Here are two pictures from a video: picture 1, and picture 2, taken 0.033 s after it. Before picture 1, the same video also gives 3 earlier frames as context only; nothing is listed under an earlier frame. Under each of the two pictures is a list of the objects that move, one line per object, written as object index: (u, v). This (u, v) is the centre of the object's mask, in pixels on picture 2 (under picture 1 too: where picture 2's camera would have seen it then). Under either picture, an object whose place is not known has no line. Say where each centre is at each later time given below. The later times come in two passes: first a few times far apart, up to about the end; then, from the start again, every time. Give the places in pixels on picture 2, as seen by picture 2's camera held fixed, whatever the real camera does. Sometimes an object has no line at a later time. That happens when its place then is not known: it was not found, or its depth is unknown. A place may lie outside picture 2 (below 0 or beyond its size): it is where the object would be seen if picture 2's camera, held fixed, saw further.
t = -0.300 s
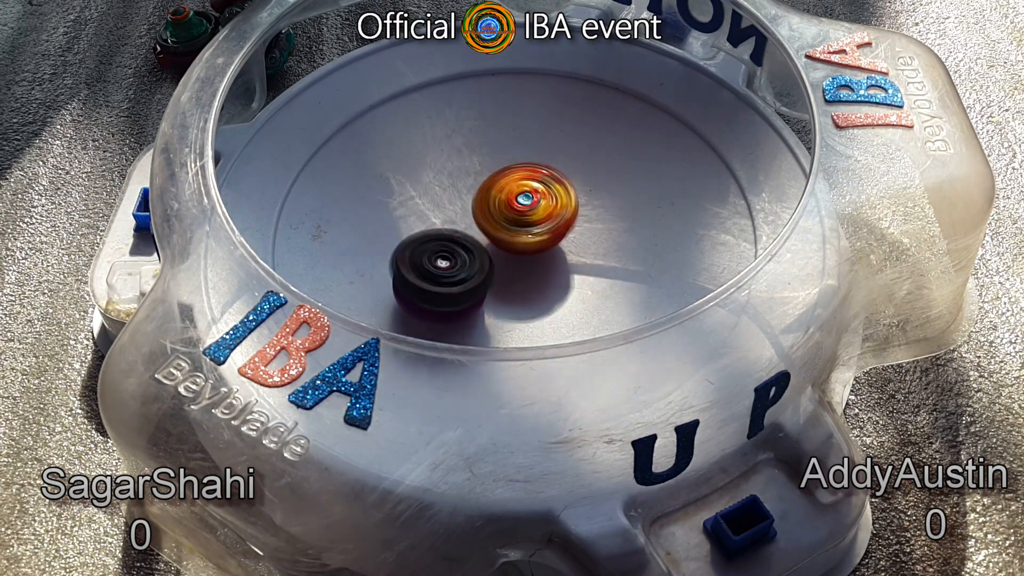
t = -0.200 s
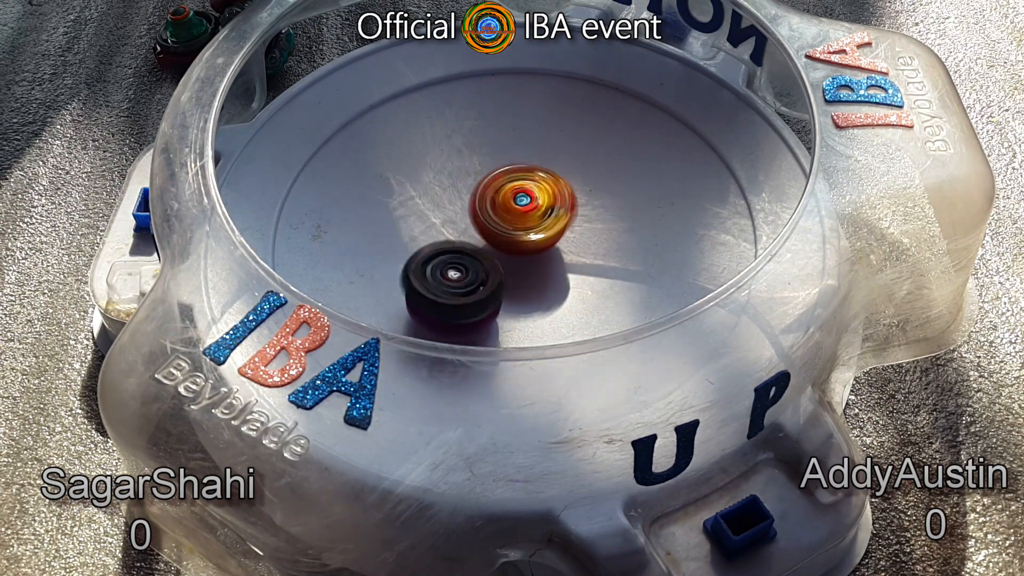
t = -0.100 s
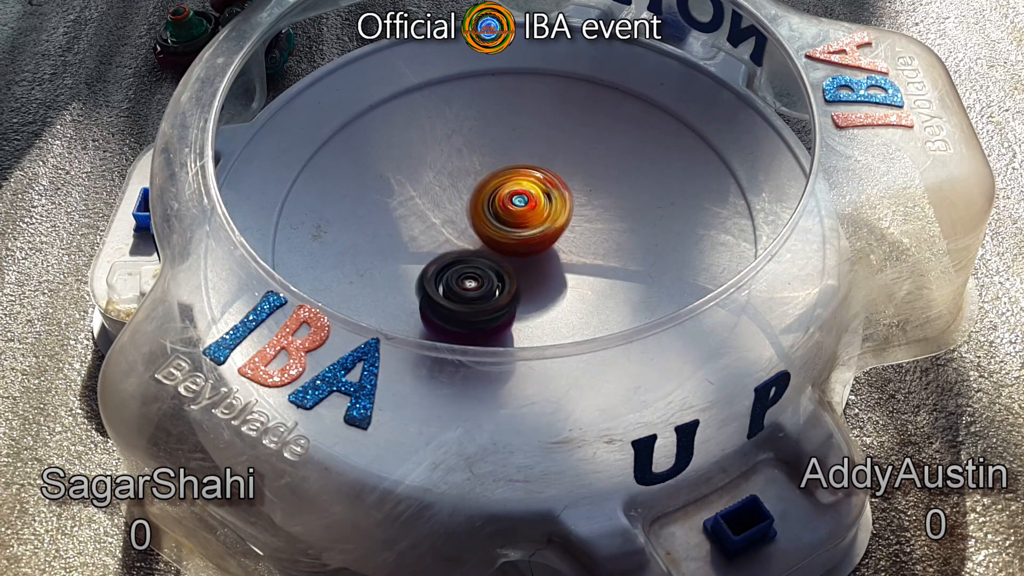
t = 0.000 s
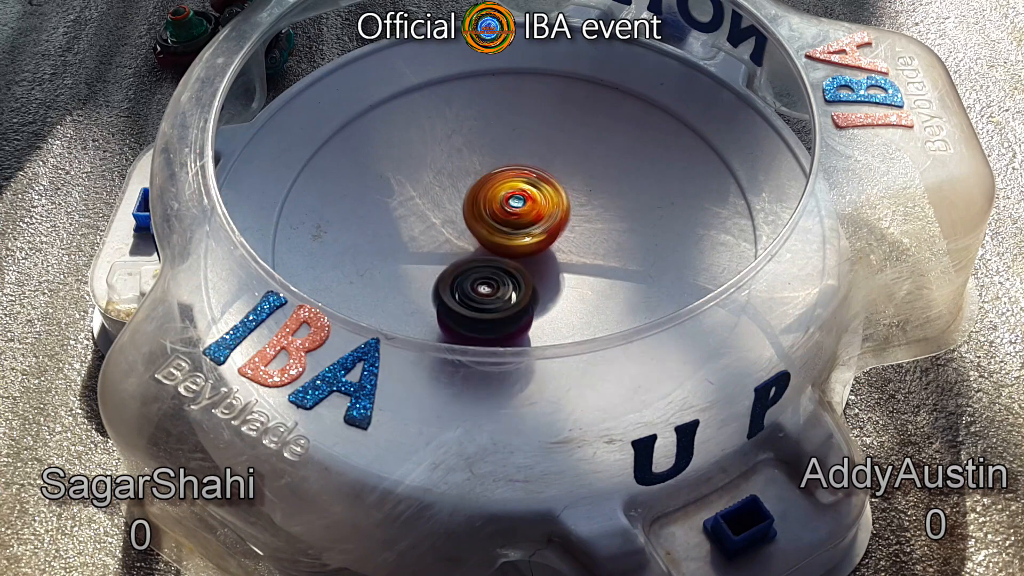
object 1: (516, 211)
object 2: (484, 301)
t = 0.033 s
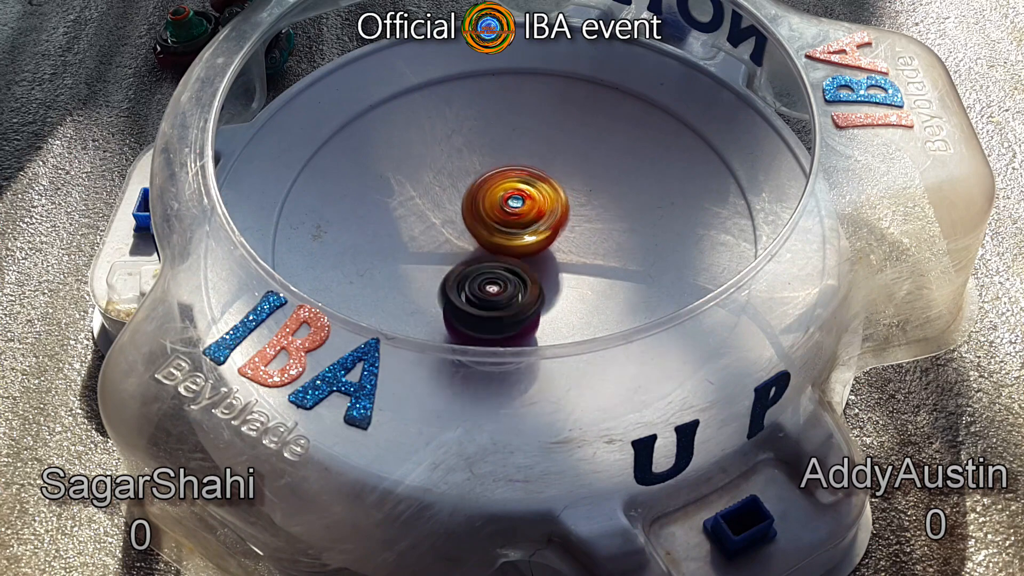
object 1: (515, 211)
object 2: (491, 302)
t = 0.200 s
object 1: (510, 212)
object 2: (519, 300)
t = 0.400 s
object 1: (503, 211)
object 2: (556, 286)
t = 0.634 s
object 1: (497, 213)
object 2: (591, 264)
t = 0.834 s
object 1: (495, 215)
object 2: (608, 236)
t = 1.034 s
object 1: (496, 218)
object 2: (606, 210)
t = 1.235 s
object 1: (492, 222)
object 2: (592, 186)
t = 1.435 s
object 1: (489, 228)
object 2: (573, 166)
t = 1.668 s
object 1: (492, 232)
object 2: (541, 158)
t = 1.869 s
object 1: (494, 245)
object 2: (517, 155)
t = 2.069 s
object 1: (497, 248)
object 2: (487, 161)
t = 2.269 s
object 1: (505, 252)
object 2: (459, 176)
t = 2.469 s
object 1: (515, 256)
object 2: (439, 191)
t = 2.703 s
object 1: (532, 255)
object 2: (426, 212)
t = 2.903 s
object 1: (540, 251)
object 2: (431, 235)
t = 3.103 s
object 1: (555, 243)
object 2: (434, 252)
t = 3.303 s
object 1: (559, 236)
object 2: (447, 267)
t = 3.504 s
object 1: (563, 226)
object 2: (465, 274)
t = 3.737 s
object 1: (562, 214)
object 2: (476, 279)
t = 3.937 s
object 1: (557, 202)
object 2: (481, 284)
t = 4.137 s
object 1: (547, 200)
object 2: (482, 288)
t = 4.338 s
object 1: (534, 196)
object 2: (495, 278)
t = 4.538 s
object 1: (523, 192)
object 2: (504, 277)
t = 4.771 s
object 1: (505, 197)
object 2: (517, 282)
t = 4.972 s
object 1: (493, 205)
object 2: (537, 284)
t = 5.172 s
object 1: (487, 215)
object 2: (558, 279)
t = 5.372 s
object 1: (478, 221)
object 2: (586, 271)
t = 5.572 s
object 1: (483, 228)
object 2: (592, 252)
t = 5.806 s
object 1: (481, 235)
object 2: (595, 228)
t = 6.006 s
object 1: (482, 240)
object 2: (582, 206)
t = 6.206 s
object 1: (485, 246)
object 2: (560, 187)
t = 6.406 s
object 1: (490, 250)
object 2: (529, 174)
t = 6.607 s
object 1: (497, 257)
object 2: (494, 173)
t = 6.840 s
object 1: (512, 263)
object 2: (454, 179)
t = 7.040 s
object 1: (524, 261)
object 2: (440, 199)
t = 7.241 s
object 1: (543, 253)
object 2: (433, 215)
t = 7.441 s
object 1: (544, 243)
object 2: (440, 224)
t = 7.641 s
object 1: (547, 229)
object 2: (433, 231)
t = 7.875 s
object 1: (538, 213)
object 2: (424, 240)
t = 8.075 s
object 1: (528, 201)
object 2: (438, 254)
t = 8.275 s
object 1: (518, 194)
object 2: (453, 266)
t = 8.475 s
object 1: (508, 192)
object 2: (479, 275)
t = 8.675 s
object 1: (501, 185)
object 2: (522, 281)
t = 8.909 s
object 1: (500, 191)
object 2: (556, 279)
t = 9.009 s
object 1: (500, 195)
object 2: (560, 278)
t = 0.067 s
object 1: (514, 212)
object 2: (496, 302)
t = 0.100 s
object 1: (513, 211)
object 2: (502, 301)
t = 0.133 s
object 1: (513, 212)
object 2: (507, 301)
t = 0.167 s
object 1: (512, 211)
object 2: (513, 300)
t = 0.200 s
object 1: (510, 212)
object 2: (519, 300)
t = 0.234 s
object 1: (509, 212)
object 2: (526, 299)
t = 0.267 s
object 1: (508, 212)
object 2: (531, 299)
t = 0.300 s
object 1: (506, 211)
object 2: (538, 298)
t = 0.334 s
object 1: (505, 212)
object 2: (543, 297)
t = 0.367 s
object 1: (504, 211)
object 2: (551, 294)
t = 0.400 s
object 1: (503, 211)
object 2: (556, 286)
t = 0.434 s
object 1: (502, 212)
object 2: (563, 283)
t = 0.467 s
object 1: (502, 212)
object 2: (567, 280)
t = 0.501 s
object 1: (501, 212)
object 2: (573, 276)
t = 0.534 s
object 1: (501, 212)
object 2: (577, 273)
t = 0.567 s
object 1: (499, 212)
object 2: (583, 271)
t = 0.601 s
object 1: (498, 212)
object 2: (587, 267)
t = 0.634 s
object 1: (497, 213)
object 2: (591, 264)
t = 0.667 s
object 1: (497, 213)
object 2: (595, 258)
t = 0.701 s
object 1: (496, 213)
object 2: (598, 254)
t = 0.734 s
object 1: (496, 213)
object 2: (602, 249)
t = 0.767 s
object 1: (495, 214)
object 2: (604, 245)
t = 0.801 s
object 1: (495, 214)
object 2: (607, 240)
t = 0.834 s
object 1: (495, 215)
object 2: (608, 236)
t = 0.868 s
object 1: (495, 215)
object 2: (609, 231)
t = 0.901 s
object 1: (495, 216)
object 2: (609, 227)
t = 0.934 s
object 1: (495, 216)
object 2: (609, 223)
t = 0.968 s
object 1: (495, 217)
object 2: (608, 218)
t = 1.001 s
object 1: (495, 217)
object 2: (607, 214)
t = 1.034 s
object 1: (496, 218)
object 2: (606, 210)
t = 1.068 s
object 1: (496, 218)
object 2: (603, 206)
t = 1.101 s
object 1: (496, 219)
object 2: (601, 202)
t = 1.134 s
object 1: (494, 220)
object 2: (600, 197)
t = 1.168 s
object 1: (493, 221)
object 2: (598, 194)
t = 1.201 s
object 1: (493, 222)
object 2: (596, 190)
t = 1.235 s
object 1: (492, 222)
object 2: (592, 186)
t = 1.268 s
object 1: (493, 223)
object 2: (588, 183)
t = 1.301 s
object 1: (493, 223)
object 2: (583, 179)
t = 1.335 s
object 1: (490, 226)
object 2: (581, 175)
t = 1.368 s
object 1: (488, 227)
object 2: (580, 171)
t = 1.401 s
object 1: (488, 227)
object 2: (576, 168)
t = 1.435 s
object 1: (489, 228)
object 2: (573, 166)
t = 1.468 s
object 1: (489, 229)
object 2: (569, 164)
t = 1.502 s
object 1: (489, 230)
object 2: (565, 162)
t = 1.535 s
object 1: (489, 230)
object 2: (561, 161)
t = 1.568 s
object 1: (489, 230)
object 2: (556, 160)
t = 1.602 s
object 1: (490, 230)
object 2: (552, 160)
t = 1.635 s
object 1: (490, 231)
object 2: (547, 159)
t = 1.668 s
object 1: (492, 232)
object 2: (541, 158)
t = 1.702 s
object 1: (491, 232)
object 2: (537, 158)
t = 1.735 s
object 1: (492, 234)
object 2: (533, 158)
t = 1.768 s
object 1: (493, 235)
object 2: (528, 158)
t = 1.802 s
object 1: (493, 241)
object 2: (524, 155)
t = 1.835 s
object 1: (493, 243)
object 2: (521, 154)
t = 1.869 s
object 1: (494, 245)
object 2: (517, 155)
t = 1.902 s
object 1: (494, 245)
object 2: (512, 154)
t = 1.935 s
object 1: (494, 246)
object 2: (506, 155)
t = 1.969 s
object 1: (495, 247)
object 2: (501, 156)
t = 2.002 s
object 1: (496, 247)
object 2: (496, 157)
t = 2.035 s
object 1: (497, 248)
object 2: (492, 158)
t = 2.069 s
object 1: (497, 248)
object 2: (487, 161)
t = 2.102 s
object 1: (497, 248)
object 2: (483, 163)
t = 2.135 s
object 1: (498, 248)
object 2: (478, 166)
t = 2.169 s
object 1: (499, 249)
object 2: (474, 169)
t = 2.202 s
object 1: (502, 250)
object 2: (469, 171)
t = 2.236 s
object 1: (504, 251)
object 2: (464, 174)
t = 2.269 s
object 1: (505, 252)
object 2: (459, 176)
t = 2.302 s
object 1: (508, 254)
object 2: (455, 178)
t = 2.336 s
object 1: (510, 255)
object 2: (452, 180)
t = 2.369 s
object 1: (512, 255)
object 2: (449, 182)
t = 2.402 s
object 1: (514, 257)
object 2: (445, 185)
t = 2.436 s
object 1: (514, 256)
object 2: (442, 188)
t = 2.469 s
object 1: (515, 256)
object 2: (439, 191)
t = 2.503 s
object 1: (516, 256)
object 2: (437, 195)
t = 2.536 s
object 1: (518, 256)
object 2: (435, 199)
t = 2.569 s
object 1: (520, 256)
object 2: (433, 203)
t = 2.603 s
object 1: (521, 255)
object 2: (433, 206)
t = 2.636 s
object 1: (525, 256)
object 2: (432, 210)
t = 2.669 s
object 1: (528, 256)
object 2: (427, 211)
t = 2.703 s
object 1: (532, 255)
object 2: (426, 212)
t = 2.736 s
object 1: (533, 255)
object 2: (426, 215)
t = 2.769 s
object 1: (535, 254)
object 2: (428, 219)
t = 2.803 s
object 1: (535, 254)
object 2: (428, 224)
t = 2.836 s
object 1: (537, 253)
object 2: (429, 227)
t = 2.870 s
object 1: (538, 252)
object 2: (430, 231)
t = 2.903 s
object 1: (540, 251)
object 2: (431, 235)
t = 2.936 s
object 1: (543, 250)
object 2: (432, 238)
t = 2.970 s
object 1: (545, 249)
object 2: (433, 240)
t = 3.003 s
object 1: (546, 248)
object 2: (436, 244)
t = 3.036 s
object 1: (549, 247)
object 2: (436, 247)
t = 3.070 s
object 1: (552, 245)
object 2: (433, 250)
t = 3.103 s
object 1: (555, 243)
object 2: (434, 252)
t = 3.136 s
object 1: (556, 242)
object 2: (435, 255)
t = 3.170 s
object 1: (558, 241)
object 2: (437, 258)
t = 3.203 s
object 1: (558, 239)
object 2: (438, 261)
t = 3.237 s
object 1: (559, 239)
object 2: (441, 263)
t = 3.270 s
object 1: (559, 237)
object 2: (444, 266)
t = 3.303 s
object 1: (559, 236)
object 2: (447, 267)
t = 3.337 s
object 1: (561, 235)
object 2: (450, 269)
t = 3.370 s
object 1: (561, 234)
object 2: (454, 270)
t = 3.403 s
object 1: (562, 232)
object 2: (458, 271)
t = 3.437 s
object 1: (561, 231)
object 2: (463, 272)
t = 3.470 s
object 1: (564, 229)
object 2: (463, 273)
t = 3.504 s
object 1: (563, 226)
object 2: (465, 274)
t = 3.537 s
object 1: (563, 225)
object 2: (468, 275)
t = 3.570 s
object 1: (564, 223)
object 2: (473, 275)
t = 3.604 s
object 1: (564, 219)
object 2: (471, 277)
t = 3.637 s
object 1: (564, 217)
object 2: (470, 278)
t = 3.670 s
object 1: (565, 216)
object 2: (472, 278)
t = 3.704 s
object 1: (563, 215)
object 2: (473, 279)
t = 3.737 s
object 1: (562, 214)
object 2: (476, 279)
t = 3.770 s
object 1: (562, 213)
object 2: (478, 278)
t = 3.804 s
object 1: (560, 212)
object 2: (481, 277)
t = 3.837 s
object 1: (559, 211)
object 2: (483, 276)
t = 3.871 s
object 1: (559, 208)
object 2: (486, 276)
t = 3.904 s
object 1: (558, 204)
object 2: (484, 282)
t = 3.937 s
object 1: (557, 202)
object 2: (481, 284)
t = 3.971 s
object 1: (555, 202)
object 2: (481, 285)
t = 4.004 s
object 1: (554, 201)
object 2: (480, 286)
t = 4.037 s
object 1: (552, 200)
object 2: (481, 288)
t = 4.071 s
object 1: (550, 200)
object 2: (481, 288)
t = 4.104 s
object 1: (548, 200)
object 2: (482, 289)
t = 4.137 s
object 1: (547, 200)
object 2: (482, 288)
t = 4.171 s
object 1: (545, 199)
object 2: (484, 288)
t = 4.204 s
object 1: (543, 198)
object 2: (487, 287)
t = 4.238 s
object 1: (540, 198)
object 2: (488, 286)
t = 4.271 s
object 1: (537, 198)
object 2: (490, 283)
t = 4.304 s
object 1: (537, 199)
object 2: (492, 281)
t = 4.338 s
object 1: (534, 196)
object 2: (495, 278)
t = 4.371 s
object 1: (532, 195)
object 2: (497, 280)
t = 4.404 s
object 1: (529, 194)
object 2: (498, 281)
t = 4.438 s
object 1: (527, 193)
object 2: (498, 280)
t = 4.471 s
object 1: (526, 193)
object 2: (500, 279)
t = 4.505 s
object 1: (524, 193)
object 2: (502, 277)
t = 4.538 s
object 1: (523, 192)
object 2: (504, 277)
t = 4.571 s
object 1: (518, 191)
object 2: (507, 280)
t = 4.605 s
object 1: (516, 192)
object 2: (507, 281)
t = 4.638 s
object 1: (513, 192)
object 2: (508, 283)
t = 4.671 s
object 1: (511, 193)
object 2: (510, 283)
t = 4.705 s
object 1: (509, 195)
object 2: (514, 284)
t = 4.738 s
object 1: (506, 196)
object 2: (516, 283)
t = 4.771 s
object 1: (505, 197)
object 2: (517, 282)
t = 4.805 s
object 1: (502, 198)
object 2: (522, 282)
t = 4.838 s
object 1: (501, 199)
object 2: (525, 284)
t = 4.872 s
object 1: (498, 201)
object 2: (527, 285)
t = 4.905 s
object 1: (497, 202)
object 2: (530, 284)
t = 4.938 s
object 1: (494, 203)
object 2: (534, 284)
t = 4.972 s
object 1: (493, 205)
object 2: (537, 284)
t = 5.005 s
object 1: (491, 207)
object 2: (541, 284)
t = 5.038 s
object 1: (490, 207)
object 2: (546, 284)
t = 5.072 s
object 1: (488, 209)
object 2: (549, 283)
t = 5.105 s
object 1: (488, 211)
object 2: (552, 283)
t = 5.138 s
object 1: (487, 213)
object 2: (556, 281)
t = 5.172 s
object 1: (487, 215)
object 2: (558, 279)
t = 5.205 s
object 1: (486, 217)
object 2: (562, 278)
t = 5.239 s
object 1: (485, 217)
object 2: (565, 276)
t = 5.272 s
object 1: (481, 218)
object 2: (574, 276)
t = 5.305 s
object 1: (478, 218)
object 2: (579, 275)
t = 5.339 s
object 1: (478, 220)
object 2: (582, 274)
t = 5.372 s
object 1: (478, 221)
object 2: (586, 271)
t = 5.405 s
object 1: (479, 222)
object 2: (589, 269)
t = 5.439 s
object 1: (479, 223)
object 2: (590, 266)
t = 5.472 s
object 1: (480, 225)
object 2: (592, 263)
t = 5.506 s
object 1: (481, 226)
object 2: (593, 259)
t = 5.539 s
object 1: (481, 227)
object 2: (593, 256)
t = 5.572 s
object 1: (483, 228)
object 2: (592, 252)
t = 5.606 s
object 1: (484, 229)
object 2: (591, 248)
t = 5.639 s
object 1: (481, 230)
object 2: (597, 244)
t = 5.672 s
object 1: (480, 231)
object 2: (596, 240)
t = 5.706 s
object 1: (481, 232)
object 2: (595, 238)
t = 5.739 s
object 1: (482, 232)
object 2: (594, 235)
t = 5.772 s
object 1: (483, 233)
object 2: (593, 231)
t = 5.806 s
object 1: (481, 235)
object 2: (595, 228)
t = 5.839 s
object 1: (482, 236)
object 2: (591, 225)
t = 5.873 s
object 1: (482, 237)
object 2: (590, 221)
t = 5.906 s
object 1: (480, 238)
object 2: (591, 216)
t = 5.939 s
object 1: (481, 239)
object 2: (587, 214)
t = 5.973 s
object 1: (481, 239)
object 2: (585, 209)
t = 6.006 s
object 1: (482, 240)
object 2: (582, 206)
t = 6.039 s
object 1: (482, 241)
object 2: (578, 202)
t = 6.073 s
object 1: (479, 243)
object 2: (577, 198)
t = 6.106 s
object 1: (481, 245)
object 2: (573, 197)
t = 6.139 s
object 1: (482, 244)
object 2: (568, 193)
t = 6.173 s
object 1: (483, 244)
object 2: (563, 190)
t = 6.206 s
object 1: (485, 246)
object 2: (560, 187)
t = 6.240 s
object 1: (486, 248)
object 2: (555, 184)
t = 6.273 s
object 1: (486, 248)
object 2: (550, 182)
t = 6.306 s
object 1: (488, 249)
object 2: (545, 181)
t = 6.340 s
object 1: (489, 251)
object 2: (540, 176)
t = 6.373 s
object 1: (489, 251)
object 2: (534, 176)
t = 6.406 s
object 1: (490, 250)
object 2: (529, 174)
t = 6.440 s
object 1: (491, 252)
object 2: (522, 173)
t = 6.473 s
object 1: (493, 252)
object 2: (517, 173)
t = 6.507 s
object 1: (494, 256)
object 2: (511, 172)
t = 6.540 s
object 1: (495, 257)
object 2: (505, 172)
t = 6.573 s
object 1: (496, 257)
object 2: (500, 173)
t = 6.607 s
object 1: (497, 257)
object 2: (494, 173)
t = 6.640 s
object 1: (499, 257)
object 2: (489, 176)
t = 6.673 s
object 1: (502, 261)
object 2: (480, 175)
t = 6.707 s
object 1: (507, 264)
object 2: (471, 171)
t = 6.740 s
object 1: (508, 264)
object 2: (466, 172)
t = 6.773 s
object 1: (509, 264)
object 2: (464, 175)
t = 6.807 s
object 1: (511, 264)
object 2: (459, 176)
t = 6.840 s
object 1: (512, 263)
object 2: (454, 179)
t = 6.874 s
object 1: (514, 262)
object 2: (452, 183)
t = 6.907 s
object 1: (514, 262)
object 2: (450, 187)
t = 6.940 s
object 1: (515, 261)
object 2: (449, 191)
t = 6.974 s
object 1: (516, 260)
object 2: (448, 194)
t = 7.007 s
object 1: (517, 260)
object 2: (447, 199)
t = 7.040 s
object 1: (524, 261)
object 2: (440, 199)
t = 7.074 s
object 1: (527, 260)
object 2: (438, 200)
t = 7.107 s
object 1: (527, 259)
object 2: (440, 204)
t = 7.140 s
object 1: (529, 257)
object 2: (441, 207)
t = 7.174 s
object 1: (530, 257)
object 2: (441, 209)
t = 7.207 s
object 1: (539, 255)
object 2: (432, 213)
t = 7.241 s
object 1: (543, 253)
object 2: (433, 215)
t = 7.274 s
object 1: (543, 251)
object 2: (433, 215)
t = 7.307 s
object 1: (544, 250)
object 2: (432, 217)
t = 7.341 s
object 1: (543, 248)
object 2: (434, 219)
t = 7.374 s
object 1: (543, 247)
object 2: (437, 221)
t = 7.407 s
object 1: (544, 245)
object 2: (439, 222)
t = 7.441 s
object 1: (544, 243)
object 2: (440, 224)
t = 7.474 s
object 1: (546, 241)
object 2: (441, 225)
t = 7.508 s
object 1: (546, 239)
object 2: (439, 226)
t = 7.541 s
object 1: (546, 238)
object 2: (438, 226)
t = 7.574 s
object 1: (546, 235)
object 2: (439, 227)
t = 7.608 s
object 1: (545, 233)
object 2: (438, 228)
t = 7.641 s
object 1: (547, 229)
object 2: (433, 231)
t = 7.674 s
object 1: (550, 223)
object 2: (424, 234)
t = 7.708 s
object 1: (548, 221)
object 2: (423, 236)
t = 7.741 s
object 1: (546, 220)
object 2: (422, 236)
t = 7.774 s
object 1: (545, 219)
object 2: (420, 236)
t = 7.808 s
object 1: (543, 215)
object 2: (420, 238)
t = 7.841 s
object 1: (540, 214)
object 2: (422, 240)
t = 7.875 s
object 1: (538, 213)
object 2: (424, 240)
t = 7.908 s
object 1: (536, 211)
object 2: (426, 241)
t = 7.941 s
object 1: (531, 210)
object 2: (430, 242)
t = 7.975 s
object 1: (530, 209)
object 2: (431, 243)
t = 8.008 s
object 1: (528, 208)
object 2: (432, 246)
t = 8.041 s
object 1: (530, 203)
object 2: (435, 252)
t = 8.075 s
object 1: (528, 201)
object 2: (438, 254)
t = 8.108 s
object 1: (525, 201)
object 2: (438, 256)
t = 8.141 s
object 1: (523, 201)
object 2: (441, 257)
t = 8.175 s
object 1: (522, 199)
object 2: (442, 260)
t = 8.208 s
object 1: (520, 198)
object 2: (448, 263)
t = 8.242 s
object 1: (520, 195)
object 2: (449, 265)
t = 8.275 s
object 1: (518, 194)
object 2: (453, 266)
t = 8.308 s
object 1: (516, 194)
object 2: (458, 267)
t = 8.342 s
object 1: (514, 193)
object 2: (460, 269)
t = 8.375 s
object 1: (513, 194)
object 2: (465, 271)
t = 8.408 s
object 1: (511, 193)
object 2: (470, 272)
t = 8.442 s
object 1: (510, 193)
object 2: (475, 274)
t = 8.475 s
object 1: (508, 192)
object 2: (479, 275)
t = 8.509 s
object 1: (508, 192)
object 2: (485, 275)
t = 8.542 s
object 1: (507, 191)
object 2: (490, 276)
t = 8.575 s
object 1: (506, 191)
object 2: (495, 275)
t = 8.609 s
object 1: (503, 185)
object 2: (504, 280)
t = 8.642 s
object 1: (501, 185)
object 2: (513, 281)
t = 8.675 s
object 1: (501, 185)
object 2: (522, 281)
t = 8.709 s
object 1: (501, 186)
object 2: (529, 281)
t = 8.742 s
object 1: (500, 186)
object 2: (536, 281)
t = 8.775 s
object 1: (500, 187)
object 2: (542, 280)
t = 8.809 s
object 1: (500, 188)
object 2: (547, 280)
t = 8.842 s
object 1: (500, 189)
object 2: (551, 280)
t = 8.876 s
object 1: (500, 190)
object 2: (554, 279)
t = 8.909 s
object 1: (500, 191)
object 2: (556, 279)
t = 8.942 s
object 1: (500, 192)
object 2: (558, 278)
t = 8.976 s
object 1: (500, 194)
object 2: (559, 278)
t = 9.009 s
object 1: (500, 195)
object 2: (560, 278)
